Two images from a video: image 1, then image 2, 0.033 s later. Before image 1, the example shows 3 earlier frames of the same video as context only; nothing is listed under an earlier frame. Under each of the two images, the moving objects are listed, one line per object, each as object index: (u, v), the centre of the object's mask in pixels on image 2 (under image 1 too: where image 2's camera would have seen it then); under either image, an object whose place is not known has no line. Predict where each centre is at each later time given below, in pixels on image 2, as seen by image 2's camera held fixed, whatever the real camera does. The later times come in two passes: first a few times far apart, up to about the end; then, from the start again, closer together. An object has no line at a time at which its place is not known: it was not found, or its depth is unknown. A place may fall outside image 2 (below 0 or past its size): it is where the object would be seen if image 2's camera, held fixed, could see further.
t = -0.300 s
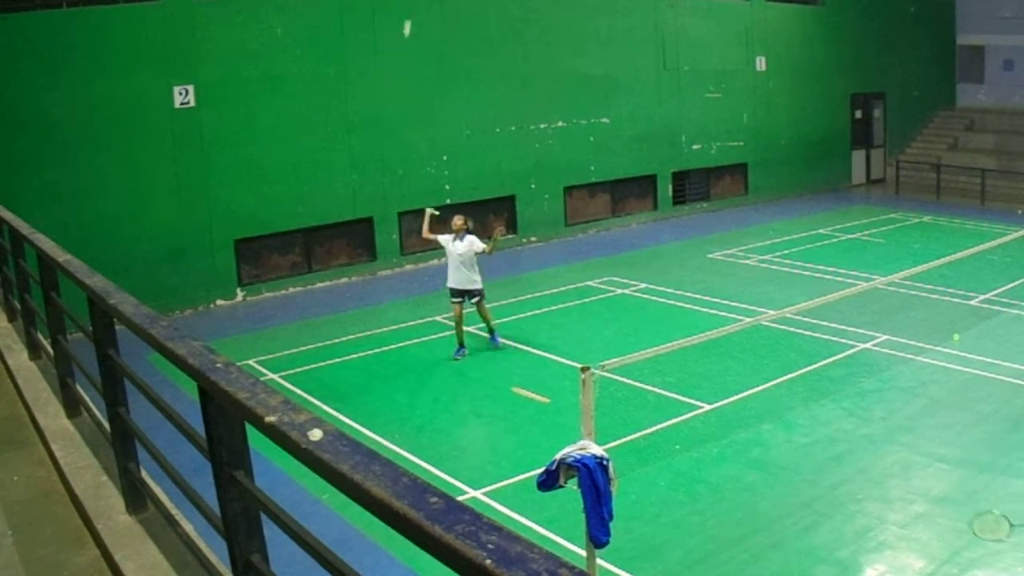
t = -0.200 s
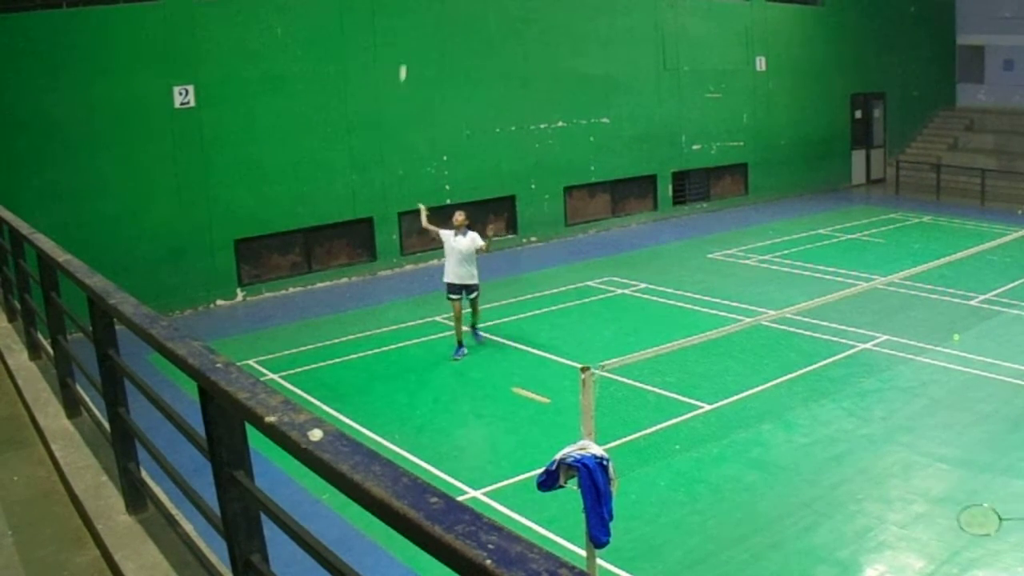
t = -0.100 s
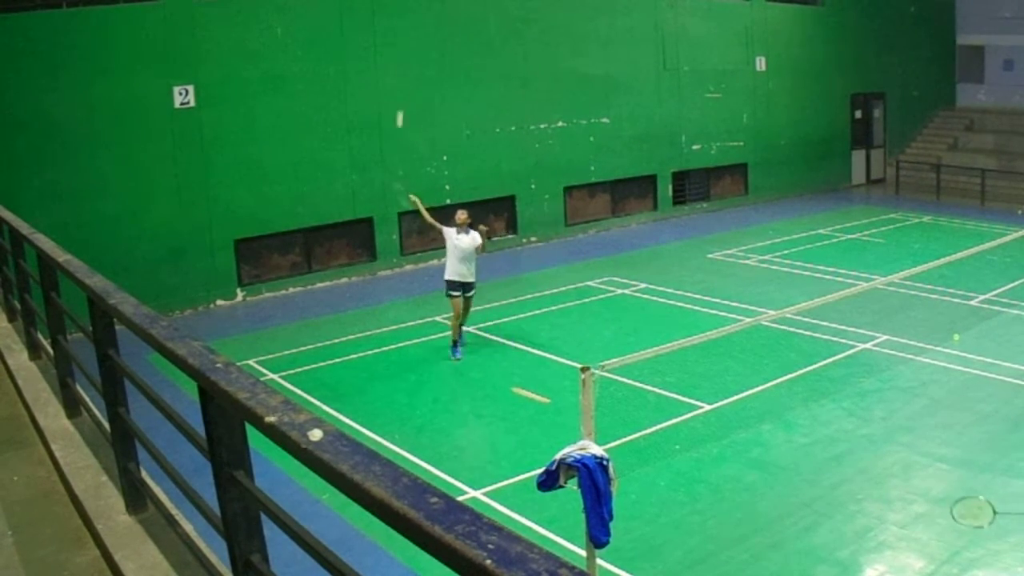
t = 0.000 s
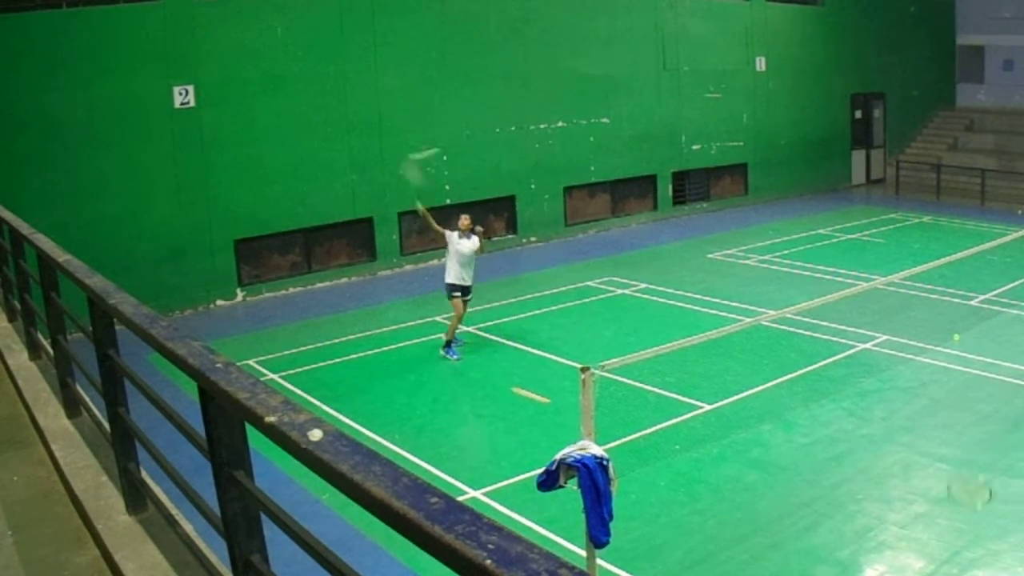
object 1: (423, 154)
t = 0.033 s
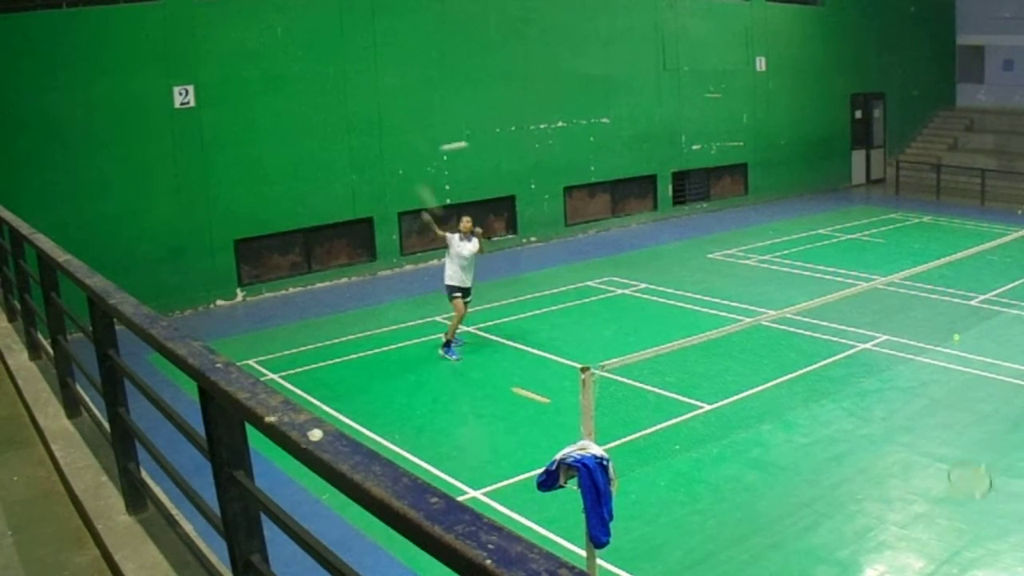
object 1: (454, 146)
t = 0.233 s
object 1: (611, 146)
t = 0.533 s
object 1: (818, 246)
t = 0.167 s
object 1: (561, 141)
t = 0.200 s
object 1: (587, 143)
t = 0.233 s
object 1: (611, 146)
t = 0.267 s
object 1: (636, 151)
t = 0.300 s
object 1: (660, 158)
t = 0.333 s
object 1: (684, 166)
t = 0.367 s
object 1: (707, 175)
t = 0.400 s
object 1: (730, 186)
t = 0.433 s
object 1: (753, 199)
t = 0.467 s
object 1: (775, 213)
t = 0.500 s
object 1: (797, 229)
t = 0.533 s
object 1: (818, 246)
